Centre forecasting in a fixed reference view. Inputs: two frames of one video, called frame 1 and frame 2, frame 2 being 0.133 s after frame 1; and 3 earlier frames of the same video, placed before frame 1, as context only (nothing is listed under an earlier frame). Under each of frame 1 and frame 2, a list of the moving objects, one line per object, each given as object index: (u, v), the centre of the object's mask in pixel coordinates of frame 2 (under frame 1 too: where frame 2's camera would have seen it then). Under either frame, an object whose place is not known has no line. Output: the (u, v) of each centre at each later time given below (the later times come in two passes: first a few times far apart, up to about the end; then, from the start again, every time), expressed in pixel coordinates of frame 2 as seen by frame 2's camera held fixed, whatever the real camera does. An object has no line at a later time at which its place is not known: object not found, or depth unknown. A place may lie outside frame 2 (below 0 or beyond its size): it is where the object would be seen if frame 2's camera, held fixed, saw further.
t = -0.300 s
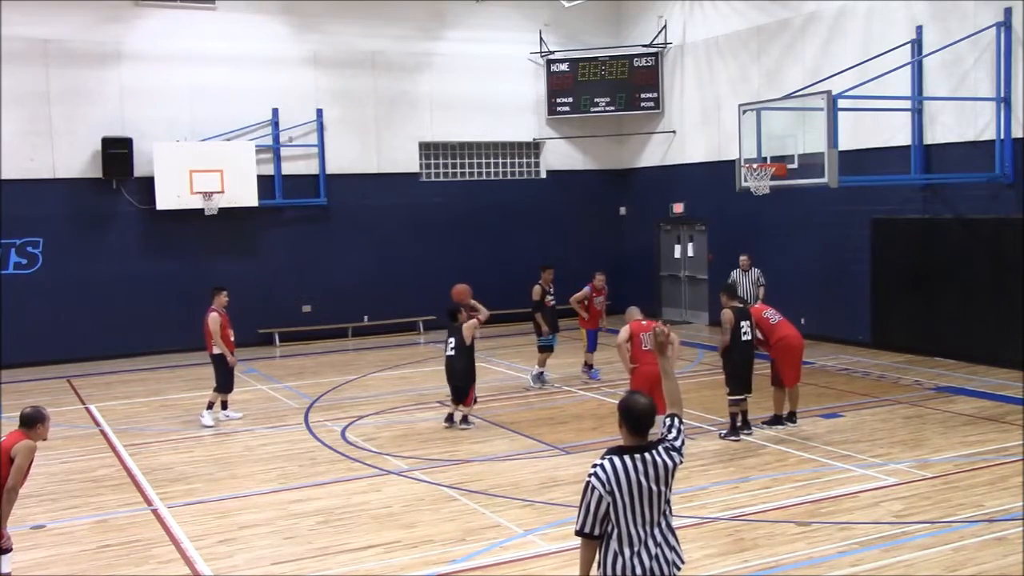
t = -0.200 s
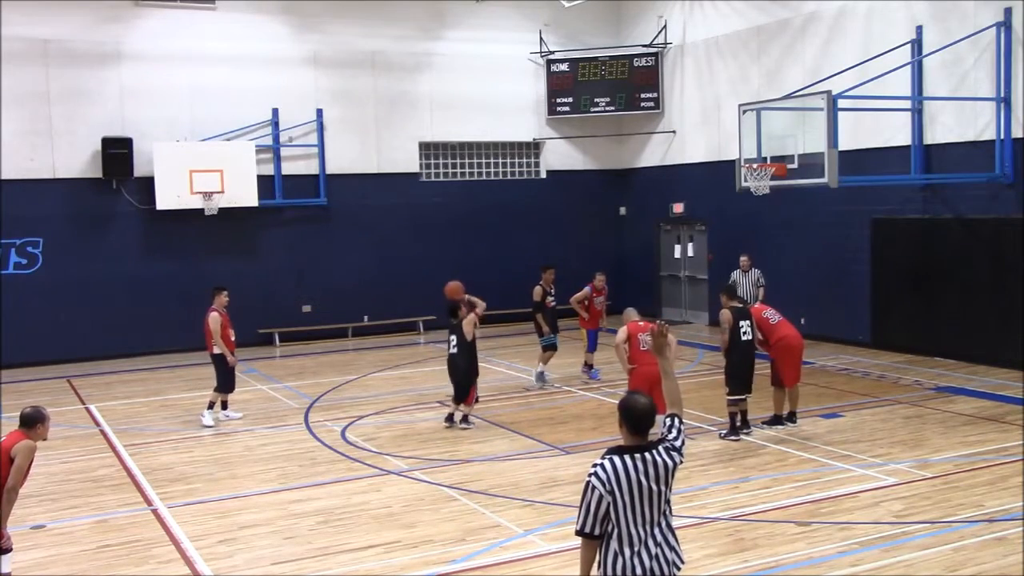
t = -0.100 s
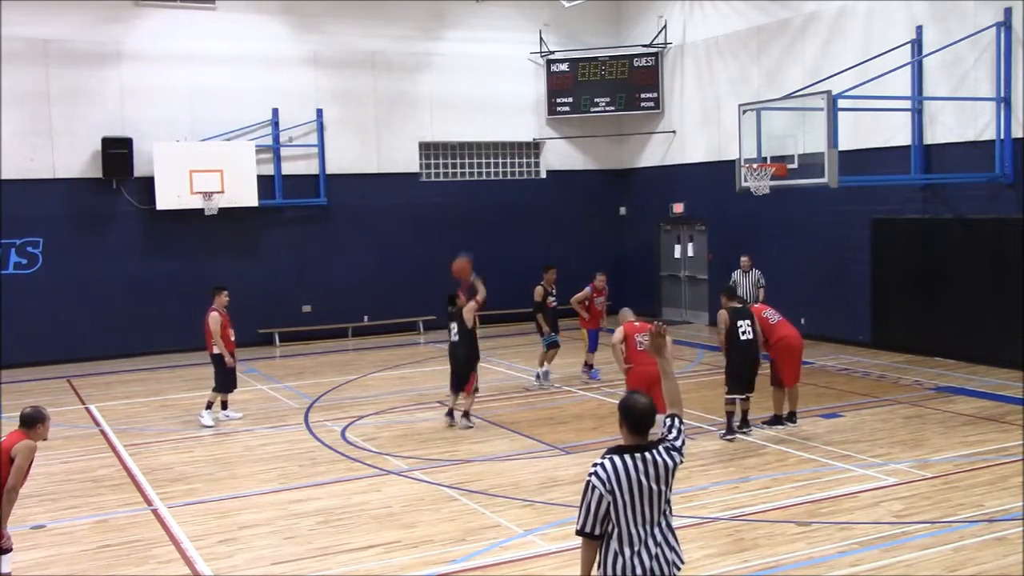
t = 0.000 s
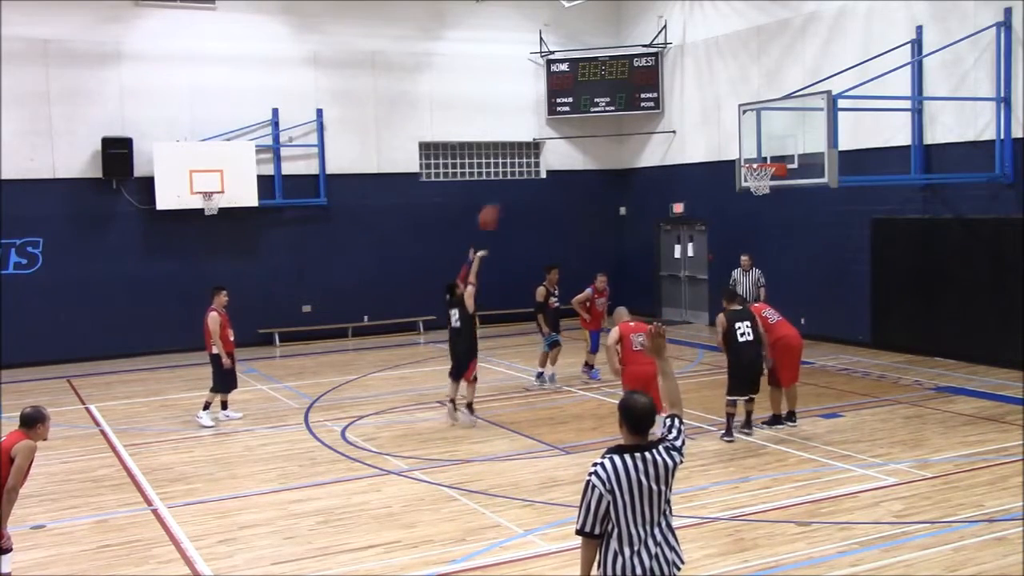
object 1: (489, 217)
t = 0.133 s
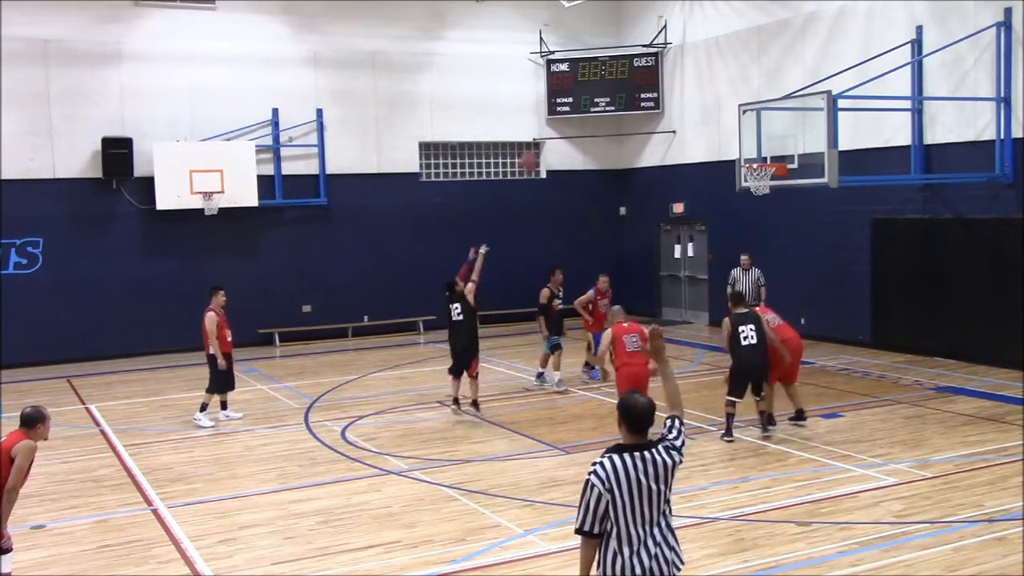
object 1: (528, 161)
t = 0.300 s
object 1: (577, 116)
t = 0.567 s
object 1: (648, 89)
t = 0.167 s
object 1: (539, 150)
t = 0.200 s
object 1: (547, 142)
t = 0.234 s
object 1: (558, 132)
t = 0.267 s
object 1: (568, 124)
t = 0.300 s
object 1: (577, 116)
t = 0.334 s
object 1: (585, 109)
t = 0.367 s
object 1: (595, 103)
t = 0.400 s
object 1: (605, 97)
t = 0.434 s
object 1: (614, 94)
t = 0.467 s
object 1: (623, 92)
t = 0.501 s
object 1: (631, 90)
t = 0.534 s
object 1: (639, 88)
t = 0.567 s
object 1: (648, 89)
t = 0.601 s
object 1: (656, 89)
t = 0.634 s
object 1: (666, 92)
